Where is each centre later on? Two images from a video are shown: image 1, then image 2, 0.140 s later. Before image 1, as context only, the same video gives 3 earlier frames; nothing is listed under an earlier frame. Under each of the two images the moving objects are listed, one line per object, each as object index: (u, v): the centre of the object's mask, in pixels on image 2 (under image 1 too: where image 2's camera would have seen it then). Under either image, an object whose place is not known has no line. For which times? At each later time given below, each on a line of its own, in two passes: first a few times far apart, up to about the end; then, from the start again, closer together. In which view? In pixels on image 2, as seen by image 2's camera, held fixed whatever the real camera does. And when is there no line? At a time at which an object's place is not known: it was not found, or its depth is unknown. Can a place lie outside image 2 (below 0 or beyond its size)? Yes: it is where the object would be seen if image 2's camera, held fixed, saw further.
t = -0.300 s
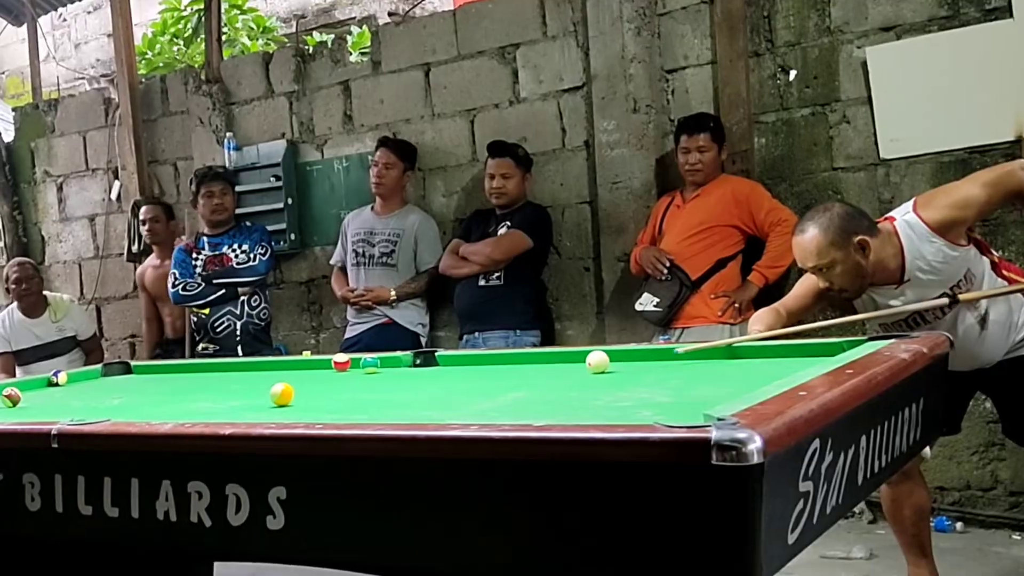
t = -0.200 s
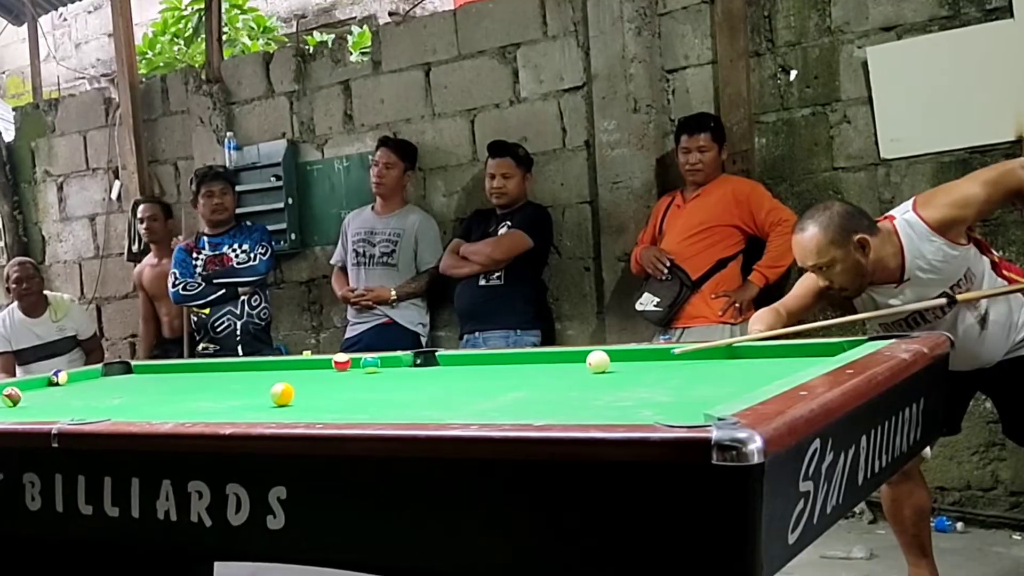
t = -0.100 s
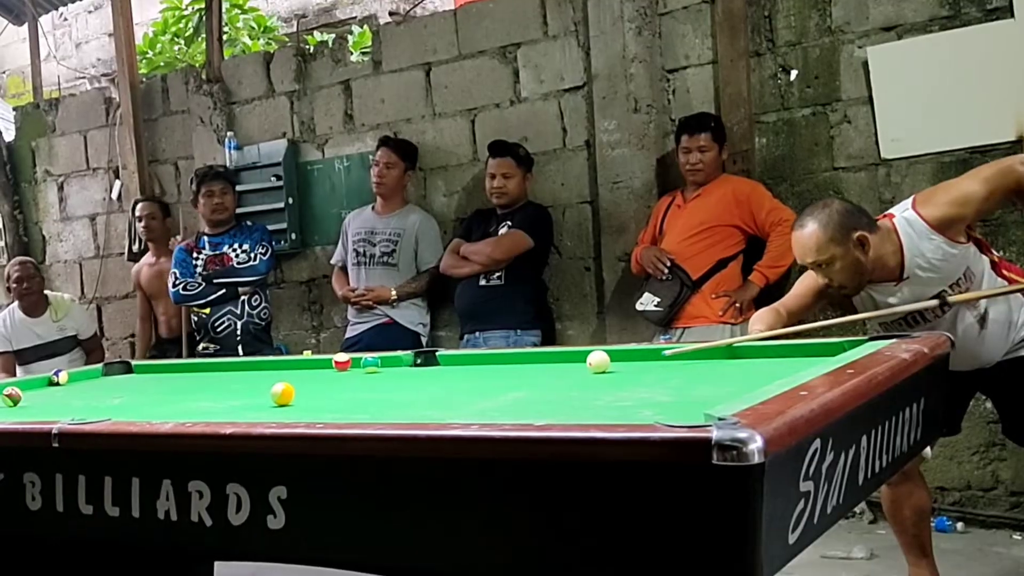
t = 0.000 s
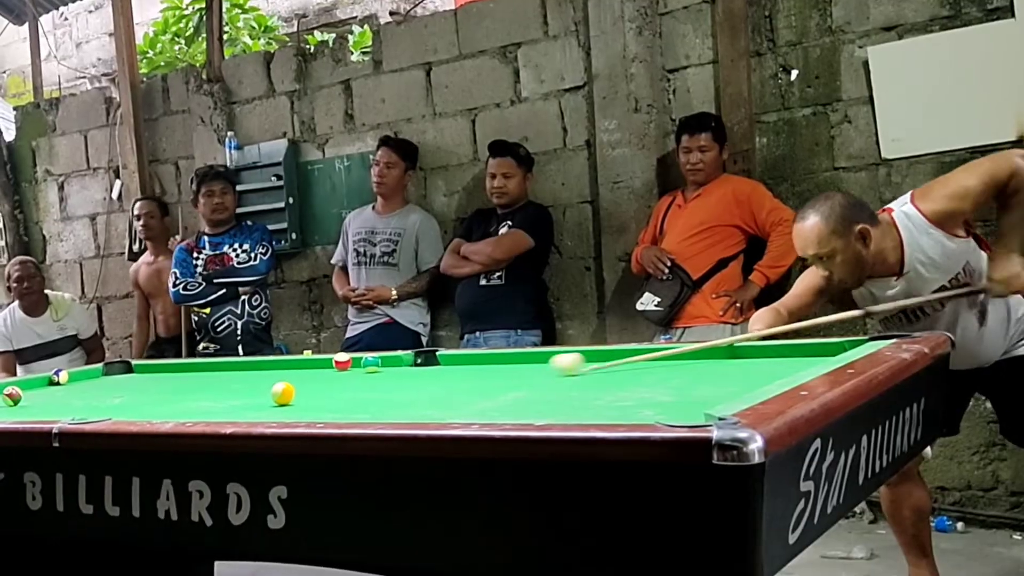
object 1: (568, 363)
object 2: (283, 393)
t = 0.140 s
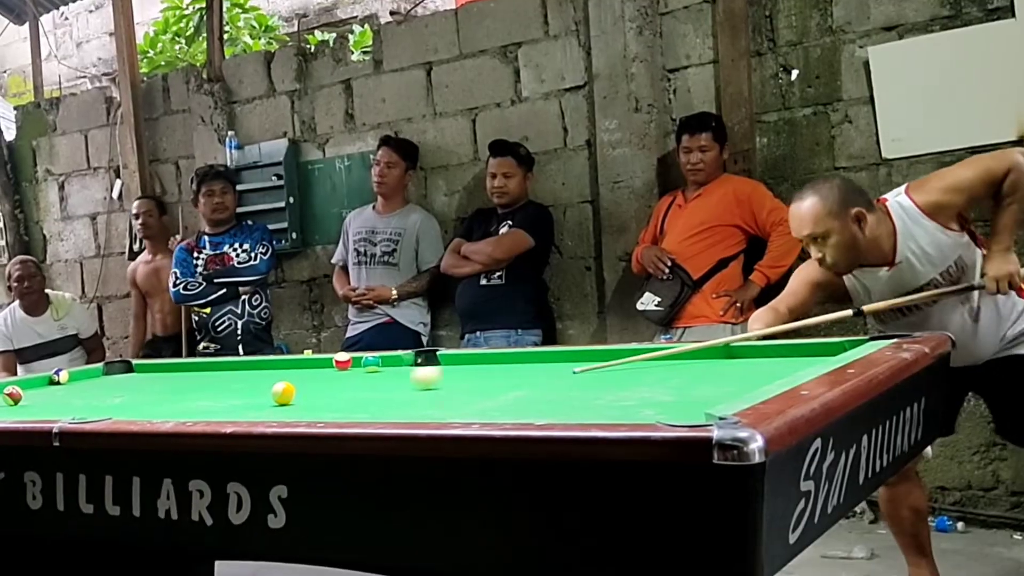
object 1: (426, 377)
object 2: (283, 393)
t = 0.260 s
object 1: (322, 388)
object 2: (283, 393)
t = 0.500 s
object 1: (261, 389)
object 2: (186, 406)
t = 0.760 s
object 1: (220, 387)
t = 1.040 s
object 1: (180, 385)
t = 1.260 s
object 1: (152, 385)
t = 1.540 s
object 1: (119, 383)
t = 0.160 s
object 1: (408, 379)
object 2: (283, 393)
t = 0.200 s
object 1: (373, 382)
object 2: (283, 393)
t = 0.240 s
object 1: (339, 386)
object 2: (283, 393)
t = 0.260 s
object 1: (322, 388)
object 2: (283, 393)
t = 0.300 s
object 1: (299, 390)
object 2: (275, 394)
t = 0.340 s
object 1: (290, 390)
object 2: (255, 397)
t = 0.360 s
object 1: (286, 390)
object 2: (246, 399)
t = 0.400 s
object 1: (279, 390)
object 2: (228, 402)
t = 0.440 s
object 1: (272, 389)
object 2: (211, 404)
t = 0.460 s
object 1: (268, 389)
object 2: (203, 405)
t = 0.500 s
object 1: (261, 389)
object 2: (186, 406)
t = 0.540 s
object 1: (255, 388)
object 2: (169, 408)
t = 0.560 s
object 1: (251, 388)
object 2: (161, 409)
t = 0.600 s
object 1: (244, 388)
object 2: (144, 411)
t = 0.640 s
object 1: (238, 388)
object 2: (125, 412)
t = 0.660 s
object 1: (235, 388)
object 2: (117, 413)
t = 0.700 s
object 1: (229, 387)
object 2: (98, 417)
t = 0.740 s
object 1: (223, 387)
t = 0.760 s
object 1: (220, 387)
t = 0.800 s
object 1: (213, 387)
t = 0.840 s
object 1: (207, 387)
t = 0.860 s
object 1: (205, 386)
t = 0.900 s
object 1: (199, 386)
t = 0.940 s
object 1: (193, 386)
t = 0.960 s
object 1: (191, 386)
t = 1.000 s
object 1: (185, 386)
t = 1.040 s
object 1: (180, 385)
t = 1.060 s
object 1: (177, 386)
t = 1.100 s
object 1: (172, 385)
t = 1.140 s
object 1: (167, 385)
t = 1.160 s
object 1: (164, 385)
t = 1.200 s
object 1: (159, 385)
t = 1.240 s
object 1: (154, 385)
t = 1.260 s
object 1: (152, 385)
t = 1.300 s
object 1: (147, 385)
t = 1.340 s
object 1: (142, 384)
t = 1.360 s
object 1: (140, 384)
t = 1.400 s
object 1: (135, 384)
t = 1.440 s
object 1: (131, 384)
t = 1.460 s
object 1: (128, 384)
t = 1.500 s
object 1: (124, 384)
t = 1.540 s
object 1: (119, 383)
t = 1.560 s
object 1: (118, 383)
